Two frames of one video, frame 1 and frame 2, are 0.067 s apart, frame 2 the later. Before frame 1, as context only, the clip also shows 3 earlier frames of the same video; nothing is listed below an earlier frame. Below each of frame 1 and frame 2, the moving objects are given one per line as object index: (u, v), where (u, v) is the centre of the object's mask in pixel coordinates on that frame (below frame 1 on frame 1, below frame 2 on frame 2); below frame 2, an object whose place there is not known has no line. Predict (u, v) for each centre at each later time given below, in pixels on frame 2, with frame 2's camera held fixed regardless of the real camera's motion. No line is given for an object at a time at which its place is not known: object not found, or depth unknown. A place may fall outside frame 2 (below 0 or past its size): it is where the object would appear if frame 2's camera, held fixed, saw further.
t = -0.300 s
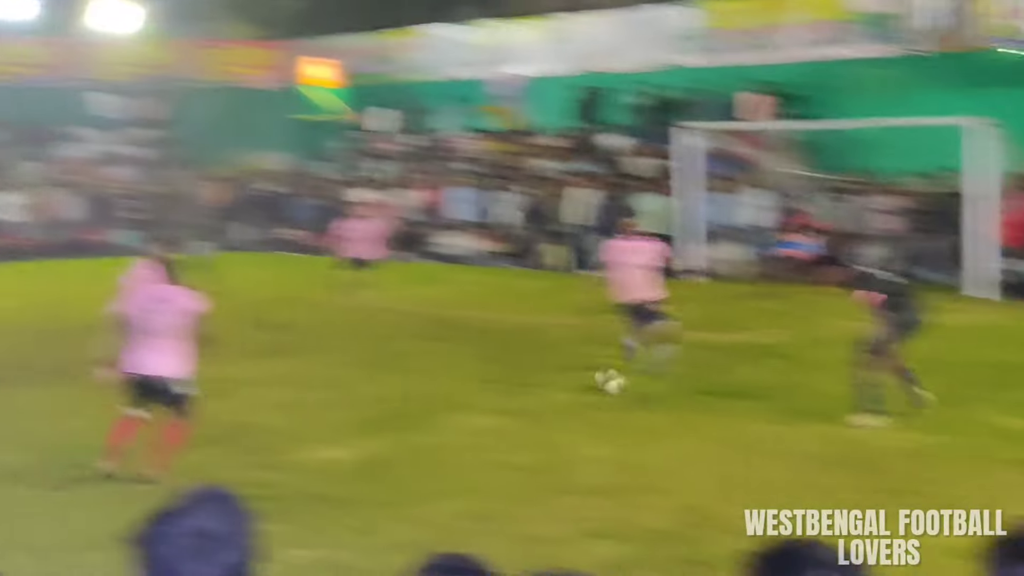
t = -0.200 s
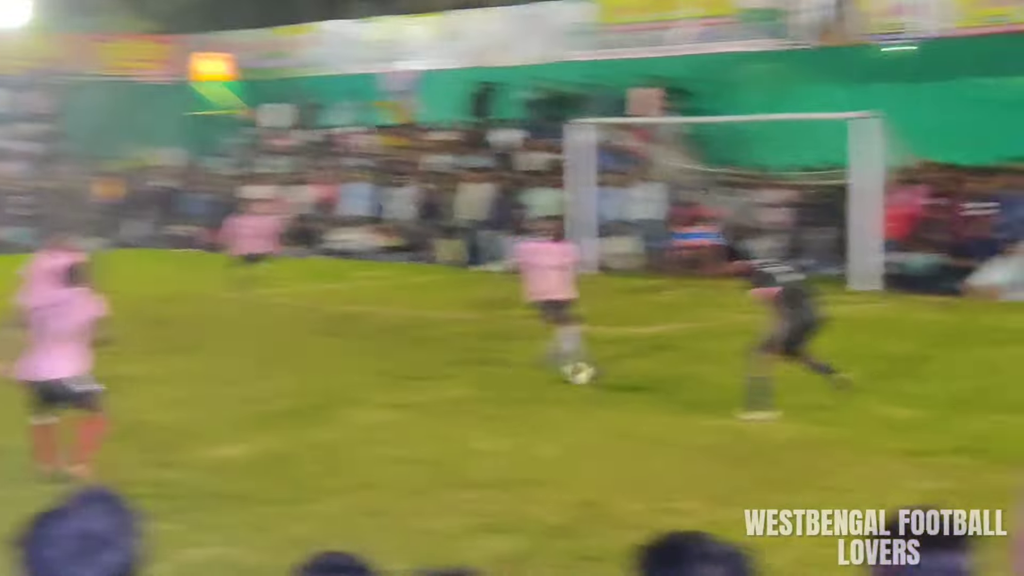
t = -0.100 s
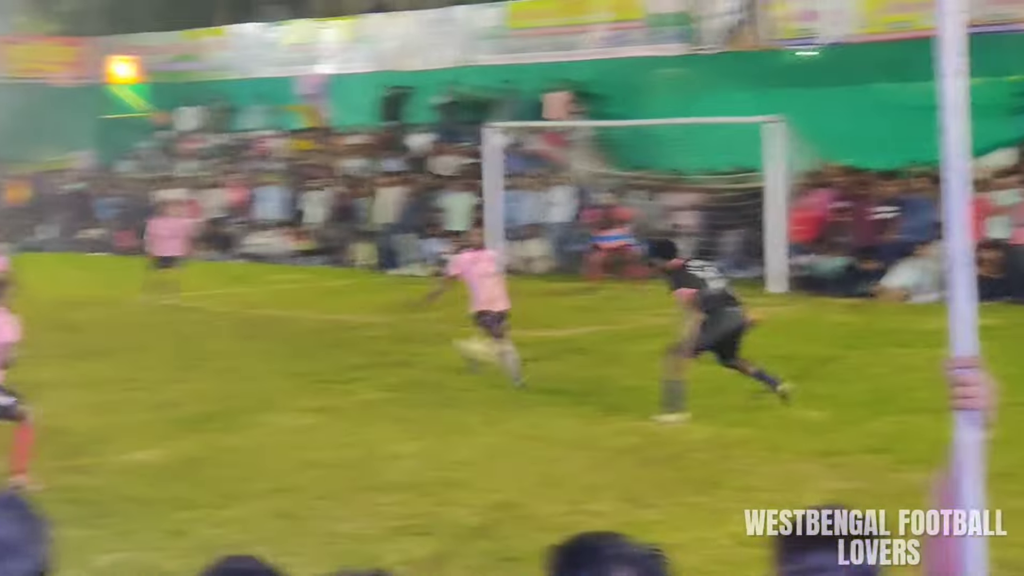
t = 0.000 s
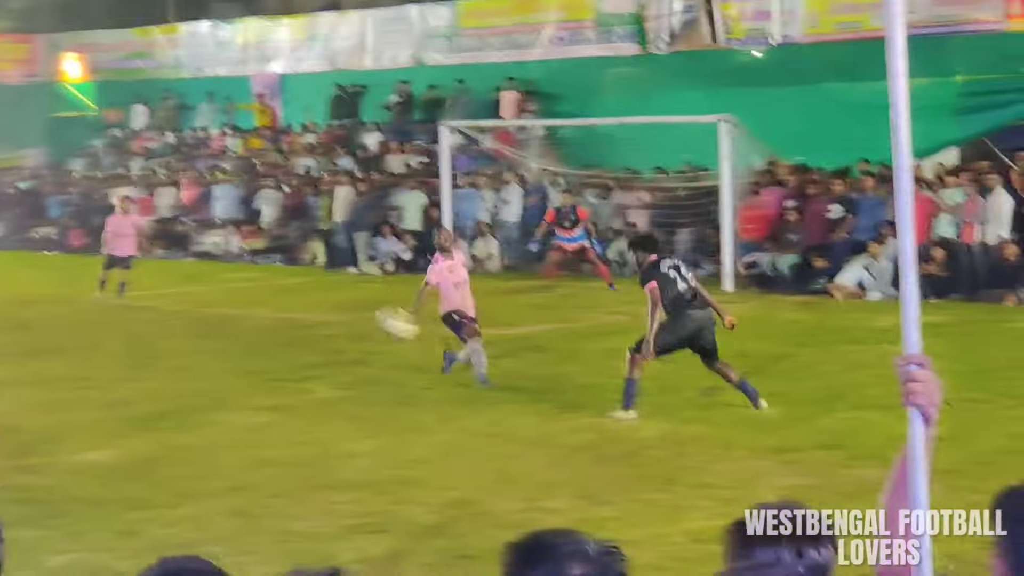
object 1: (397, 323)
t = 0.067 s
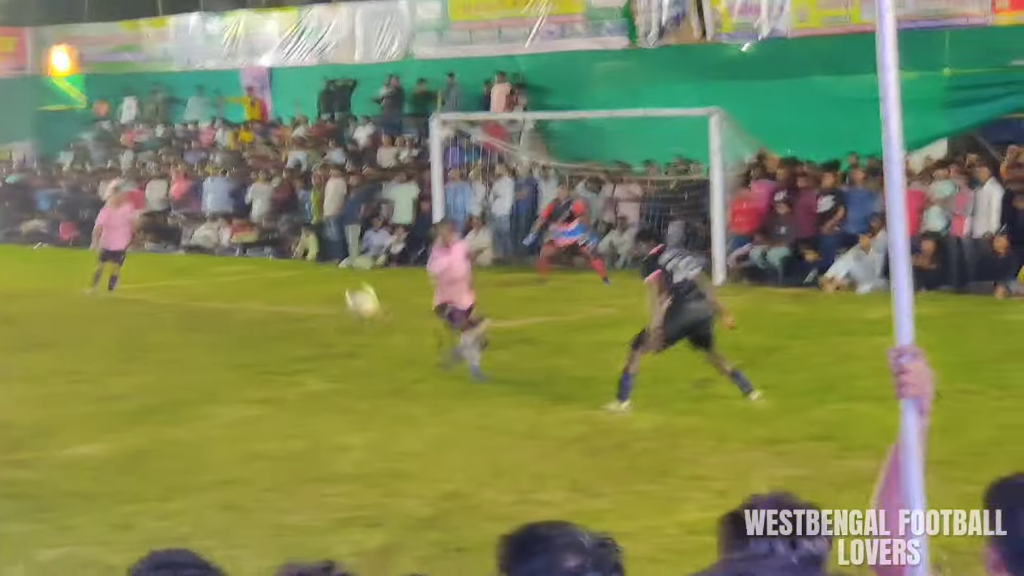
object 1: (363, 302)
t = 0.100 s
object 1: (348, 297)
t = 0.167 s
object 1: (312, 290)
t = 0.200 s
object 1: (292, 287)
